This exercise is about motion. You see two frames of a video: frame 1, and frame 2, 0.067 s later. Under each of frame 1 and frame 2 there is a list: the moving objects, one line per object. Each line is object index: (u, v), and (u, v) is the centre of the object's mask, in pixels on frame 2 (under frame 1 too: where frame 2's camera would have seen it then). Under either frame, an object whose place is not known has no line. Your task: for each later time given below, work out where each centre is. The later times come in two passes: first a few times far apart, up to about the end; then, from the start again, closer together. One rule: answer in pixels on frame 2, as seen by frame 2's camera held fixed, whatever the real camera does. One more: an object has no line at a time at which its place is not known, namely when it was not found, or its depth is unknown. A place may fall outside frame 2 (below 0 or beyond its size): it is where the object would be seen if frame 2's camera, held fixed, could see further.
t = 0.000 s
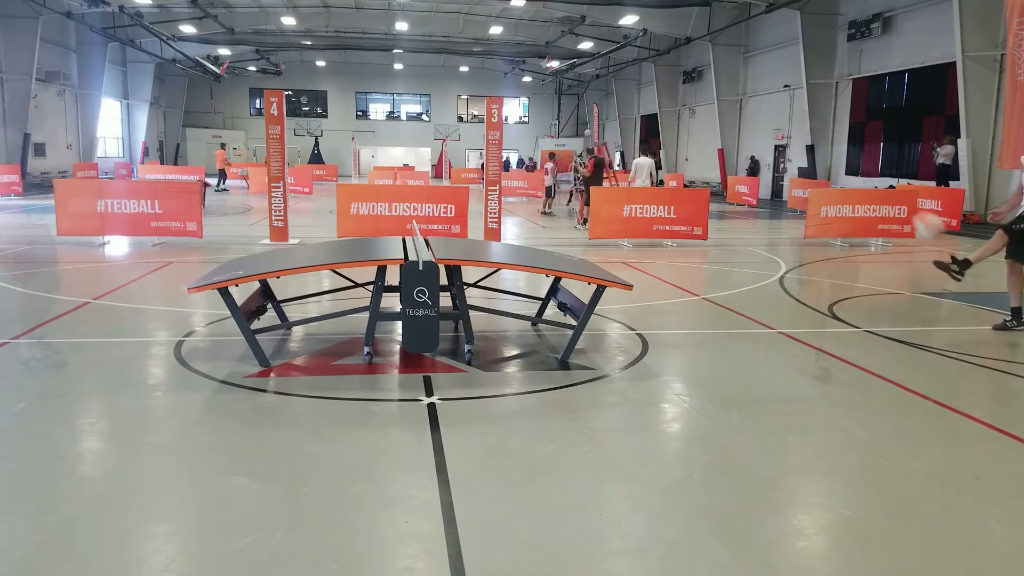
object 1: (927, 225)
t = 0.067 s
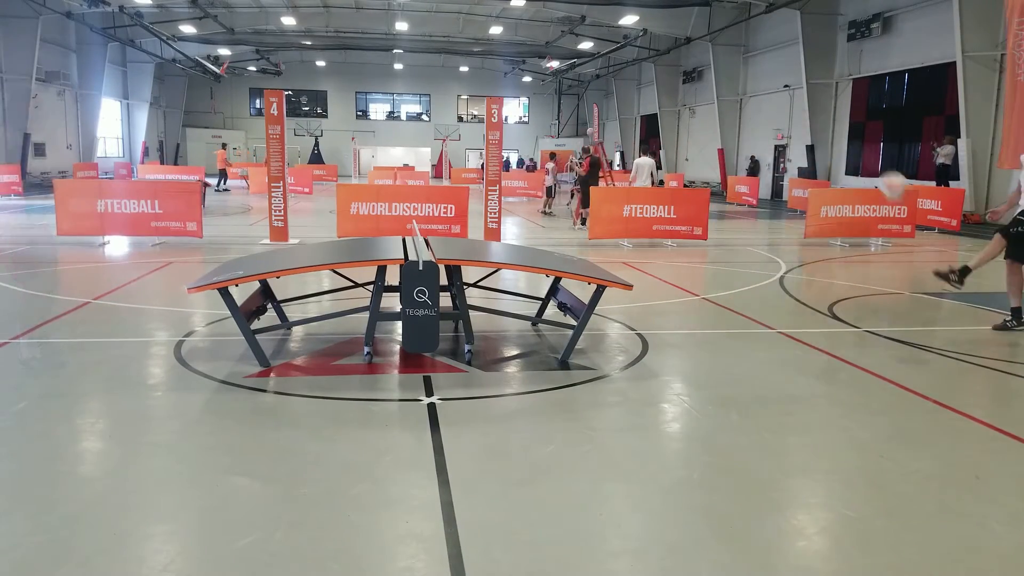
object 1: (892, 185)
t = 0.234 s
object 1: (805, 105)
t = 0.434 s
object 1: (689, 51)
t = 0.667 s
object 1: (549, 50)
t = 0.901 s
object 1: (408, 125)
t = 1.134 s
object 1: (273, 229)
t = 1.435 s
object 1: (115, 165)
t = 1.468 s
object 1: (95, 165)
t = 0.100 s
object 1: (877, 167)
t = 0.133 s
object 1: (860, 152)
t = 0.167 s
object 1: (841, 134)
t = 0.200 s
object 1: (822, 120)
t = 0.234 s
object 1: (805, 105)
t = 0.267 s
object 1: (785, 92)
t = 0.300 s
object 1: (766, 82)
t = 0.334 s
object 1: (746, 72)
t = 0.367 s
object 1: (728, 64)
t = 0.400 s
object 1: (709, 56)
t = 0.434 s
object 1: (689, 51)
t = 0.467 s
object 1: (670, 46)
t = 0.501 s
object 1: (650, 43)
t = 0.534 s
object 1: (631, 41)
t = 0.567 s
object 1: (611, 41)
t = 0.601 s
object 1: (590, 42)
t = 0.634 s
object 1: (568, 45)
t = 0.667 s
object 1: (549, 50)
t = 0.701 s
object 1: (529, 55)
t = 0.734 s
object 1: (508, 62)
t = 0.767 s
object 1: (488, 71)
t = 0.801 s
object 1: (468, 82)
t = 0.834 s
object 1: (447, 94)
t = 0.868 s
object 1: (430, 107)
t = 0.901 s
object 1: (408, 125)
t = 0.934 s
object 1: (388, 138)
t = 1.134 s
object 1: (273, 229)
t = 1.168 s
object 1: (255, 216)
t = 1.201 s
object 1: (237, 205)
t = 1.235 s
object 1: (219, 196)
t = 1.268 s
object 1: (201, 186)
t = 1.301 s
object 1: (185, 180)
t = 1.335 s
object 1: (166, 173)
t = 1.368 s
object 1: (149, 168)
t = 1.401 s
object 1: (132, 166)
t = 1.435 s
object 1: (115, 165)
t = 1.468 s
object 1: (95, 165)
